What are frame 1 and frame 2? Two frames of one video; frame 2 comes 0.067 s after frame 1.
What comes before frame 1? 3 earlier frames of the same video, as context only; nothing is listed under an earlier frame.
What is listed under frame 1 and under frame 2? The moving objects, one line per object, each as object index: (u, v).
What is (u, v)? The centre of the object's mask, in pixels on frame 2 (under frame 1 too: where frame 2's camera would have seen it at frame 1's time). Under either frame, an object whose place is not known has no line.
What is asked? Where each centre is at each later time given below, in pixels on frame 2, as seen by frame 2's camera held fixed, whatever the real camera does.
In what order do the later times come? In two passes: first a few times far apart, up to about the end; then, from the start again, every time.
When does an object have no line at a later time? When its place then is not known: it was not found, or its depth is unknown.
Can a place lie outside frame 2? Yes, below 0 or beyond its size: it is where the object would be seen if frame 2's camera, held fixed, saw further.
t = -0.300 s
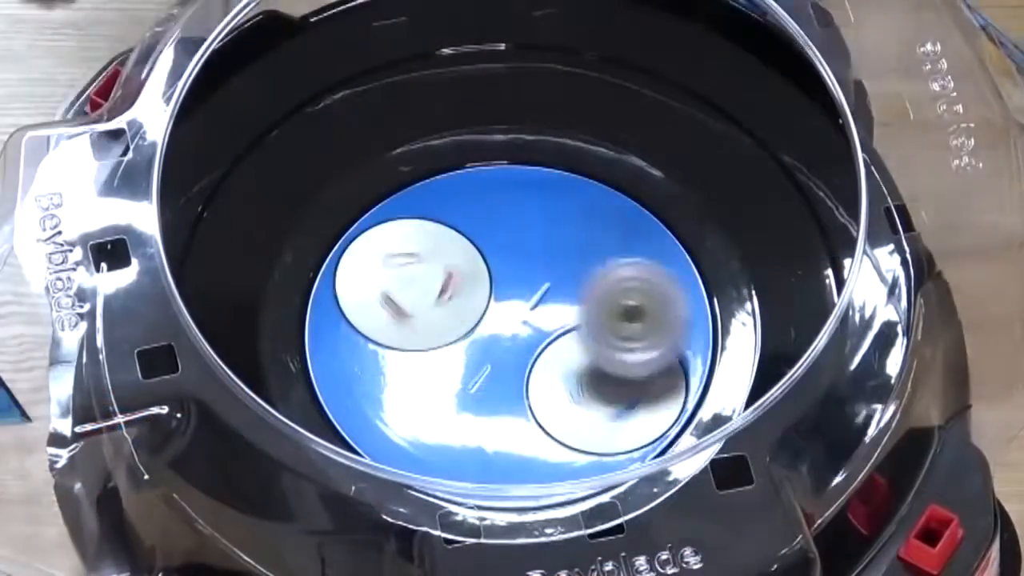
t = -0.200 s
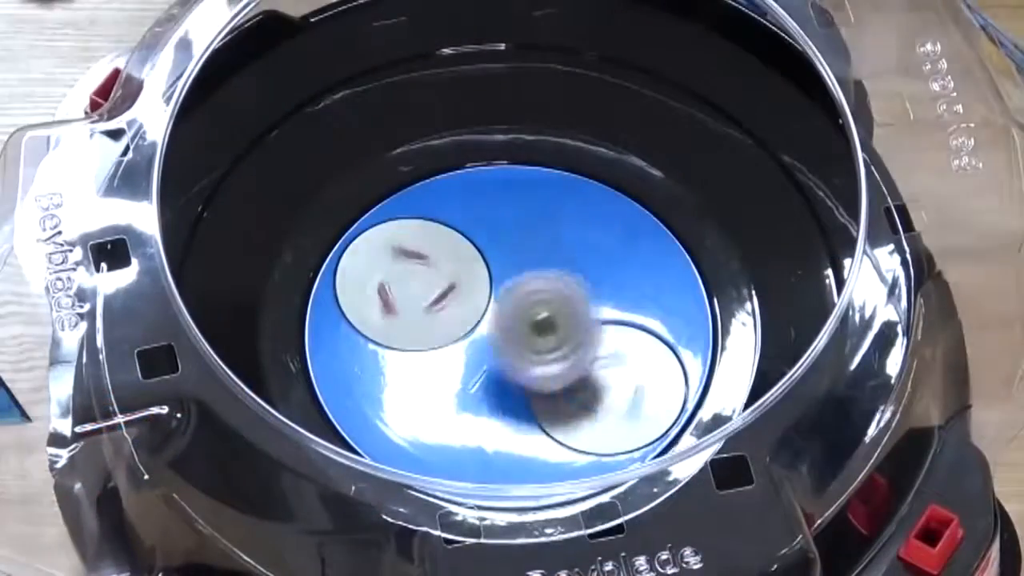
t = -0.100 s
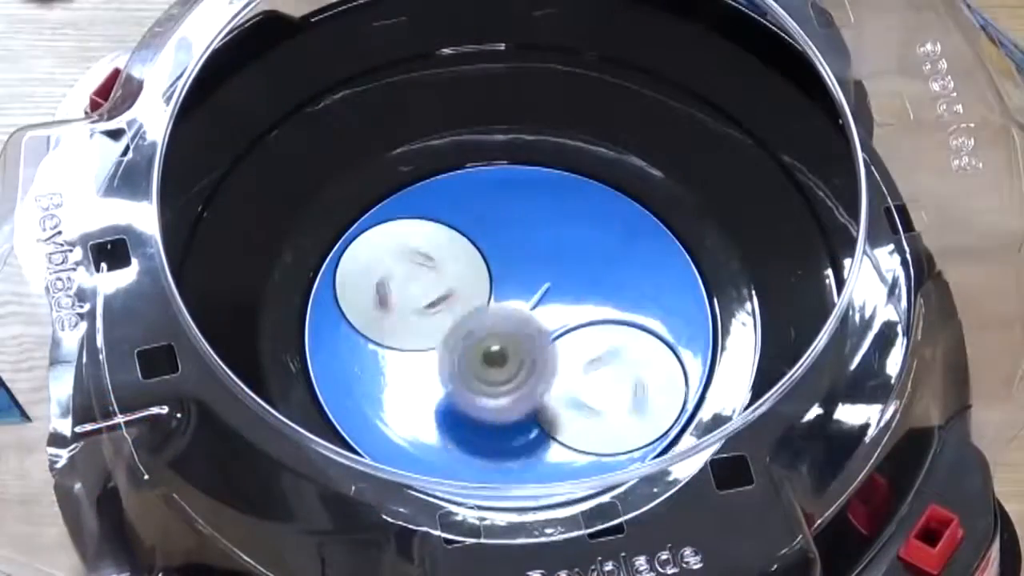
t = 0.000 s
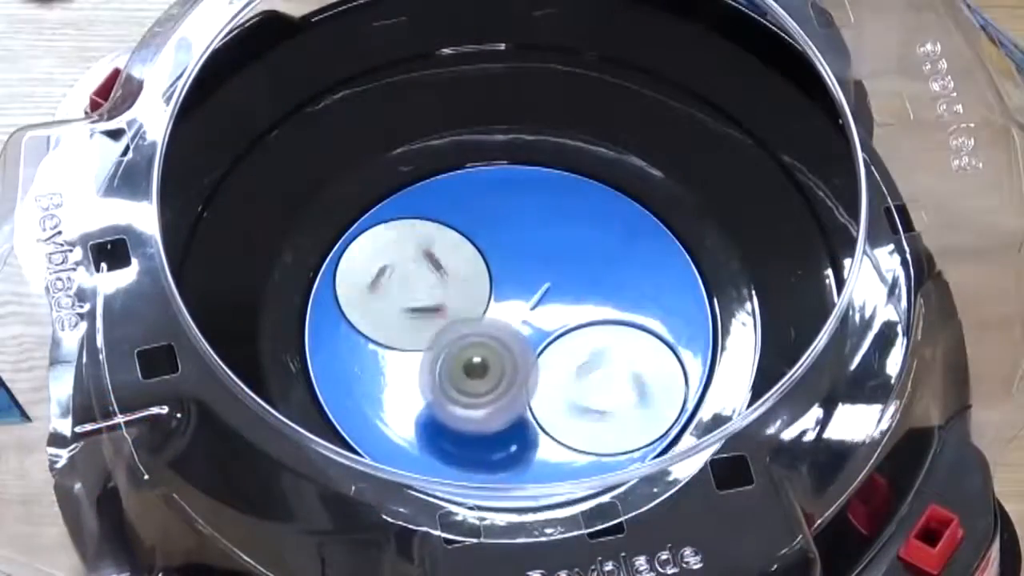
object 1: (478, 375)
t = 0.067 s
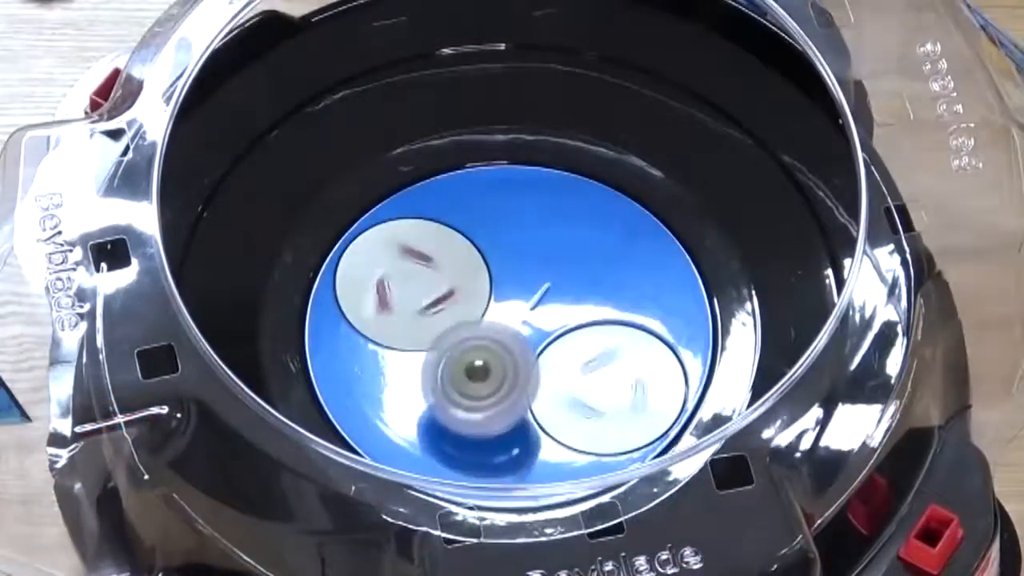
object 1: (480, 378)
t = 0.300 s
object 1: (545, 403)
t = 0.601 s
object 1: (677, 403)
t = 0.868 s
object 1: (698, 388)
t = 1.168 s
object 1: (632, 389)
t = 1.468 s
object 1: (649, 290)
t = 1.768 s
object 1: (484, 282)
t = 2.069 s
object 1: (325, 362)
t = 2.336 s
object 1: (368, 335)
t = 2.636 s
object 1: (355, 302)
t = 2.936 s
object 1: (341, 290)
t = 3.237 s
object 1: (383, 257)
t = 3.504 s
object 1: (482, 206)
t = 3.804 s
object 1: (507, 247)
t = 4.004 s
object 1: (518, 275)
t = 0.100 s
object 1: (483, 380)
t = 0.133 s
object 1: (488, 384)
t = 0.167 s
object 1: (496, 387)
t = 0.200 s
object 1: (505, 391)
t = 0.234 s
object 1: (515, 395)
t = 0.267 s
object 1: (530, 399)
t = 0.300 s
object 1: (545, 403)
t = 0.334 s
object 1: (562, 407)
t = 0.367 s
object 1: (579, 413)
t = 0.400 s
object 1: (599, 420)
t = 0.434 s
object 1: (621, 423)
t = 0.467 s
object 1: (642, 430)
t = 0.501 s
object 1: (654, 427)
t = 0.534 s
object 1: (661, 412)
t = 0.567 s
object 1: (670, 407)
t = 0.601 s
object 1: (677, 403)
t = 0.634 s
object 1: (683, 399)
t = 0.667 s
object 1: (689, 395)
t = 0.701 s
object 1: (694, 393)
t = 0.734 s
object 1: (697, 391)
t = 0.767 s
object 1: (699, 389)
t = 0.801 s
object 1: (699, 389)
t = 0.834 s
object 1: (699, 388)
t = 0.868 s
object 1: (698, 388)
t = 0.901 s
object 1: (696, 389)
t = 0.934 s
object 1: (693, 390)
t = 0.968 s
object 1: (689, 391)
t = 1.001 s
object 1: (683, 394)
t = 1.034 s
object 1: (676, 397)
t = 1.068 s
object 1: (667, 399)
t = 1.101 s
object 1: (654, 398)
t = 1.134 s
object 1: (638, 393)
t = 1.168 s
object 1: (632, 389)
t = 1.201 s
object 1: (631, 384)
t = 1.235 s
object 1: (635, 382)
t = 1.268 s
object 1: (642, 377)
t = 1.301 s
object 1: (649, 368)
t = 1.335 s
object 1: (656, 358)
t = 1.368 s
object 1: (660, 345)
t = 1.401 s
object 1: (662, 327)
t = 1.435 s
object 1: (658, 308)
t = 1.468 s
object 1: (649, 290)
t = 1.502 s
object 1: (634, 279)
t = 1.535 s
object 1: (617, 271)
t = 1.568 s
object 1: (596, 268)
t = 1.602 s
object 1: (575, 268)
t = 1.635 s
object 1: (555, 270)
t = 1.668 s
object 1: (537, 271)
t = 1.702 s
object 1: (519, 275)
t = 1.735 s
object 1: (501, 279)
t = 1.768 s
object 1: (484, 282)
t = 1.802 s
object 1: (467, 286)
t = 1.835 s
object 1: (448, 290)
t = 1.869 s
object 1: (423, 309)
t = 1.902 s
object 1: (402, 323)
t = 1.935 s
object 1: (378, 336)
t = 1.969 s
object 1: (360, 347)
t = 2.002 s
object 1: (345, 355)
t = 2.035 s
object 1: (330, 360)
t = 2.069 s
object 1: (325, 362)
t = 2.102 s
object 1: (330, 364)
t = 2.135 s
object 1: (342, 362)
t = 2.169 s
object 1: (350, 361)
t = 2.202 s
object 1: (357, 357)
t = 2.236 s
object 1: (361, 353)
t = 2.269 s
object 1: (366, 346)
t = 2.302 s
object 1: (367, 341)
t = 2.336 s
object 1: (368, 335)
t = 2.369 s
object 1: (368, 330)
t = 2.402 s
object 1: (368, 326)
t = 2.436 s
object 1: (366, 323)
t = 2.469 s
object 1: (364, 320)
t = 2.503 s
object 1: (364, 317)
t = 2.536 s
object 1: (364, 313)
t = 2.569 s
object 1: (362, 309)
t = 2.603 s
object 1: (359, 305)
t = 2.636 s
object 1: (355, 302)
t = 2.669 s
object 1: (353, 301)
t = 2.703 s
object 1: (350, 299)
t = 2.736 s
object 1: (348, 297)
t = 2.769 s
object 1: (347, 295)
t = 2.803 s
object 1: (345, 294)
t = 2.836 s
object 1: (344, 293)
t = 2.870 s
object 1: (343, 292)
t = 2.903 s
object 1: (342, 291)
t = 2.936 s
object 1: (341, 290)
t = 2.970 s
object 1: (341, 289)
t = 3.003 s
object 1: (340, 288)
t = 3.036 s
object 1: (339, 287)
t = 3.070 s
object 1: (340, 285)
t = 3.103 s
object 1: (347, 283)
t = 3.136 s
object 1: (357, 279)
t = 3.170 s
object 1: (368, 274)
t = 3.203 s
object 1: (377, 266)
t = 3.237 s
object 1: (383, 257)
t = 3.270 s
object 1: (386, 247)
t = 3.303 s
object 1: (395, 232)
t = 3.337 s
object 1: (409, 217)
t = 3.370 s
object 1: (428, 204)
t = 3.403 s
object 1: (446, 198)
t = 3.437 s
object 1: (462, 199)
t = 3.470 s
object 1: (473, 203)
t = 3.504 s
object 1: (482, 206)
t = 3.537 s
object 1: (488, 210)
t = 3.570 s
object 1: (492, 214)
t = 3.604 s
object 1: (496, 218)
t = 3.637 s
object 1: (499, 223)
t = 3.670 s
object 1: (500, 228)
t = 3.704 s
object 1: (502, 232)
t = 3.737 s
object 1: (504, 237)
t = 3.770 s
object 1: (505, 241)
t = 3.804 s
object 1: (507, 247)
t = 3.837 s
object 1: (509, 251)
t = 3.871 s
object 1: (512, 256)
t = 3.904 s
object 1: (513, 262)
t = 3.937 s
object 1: (514, 266)
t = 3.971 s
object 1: (515, 270)
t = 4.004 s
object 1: (518, 275)
